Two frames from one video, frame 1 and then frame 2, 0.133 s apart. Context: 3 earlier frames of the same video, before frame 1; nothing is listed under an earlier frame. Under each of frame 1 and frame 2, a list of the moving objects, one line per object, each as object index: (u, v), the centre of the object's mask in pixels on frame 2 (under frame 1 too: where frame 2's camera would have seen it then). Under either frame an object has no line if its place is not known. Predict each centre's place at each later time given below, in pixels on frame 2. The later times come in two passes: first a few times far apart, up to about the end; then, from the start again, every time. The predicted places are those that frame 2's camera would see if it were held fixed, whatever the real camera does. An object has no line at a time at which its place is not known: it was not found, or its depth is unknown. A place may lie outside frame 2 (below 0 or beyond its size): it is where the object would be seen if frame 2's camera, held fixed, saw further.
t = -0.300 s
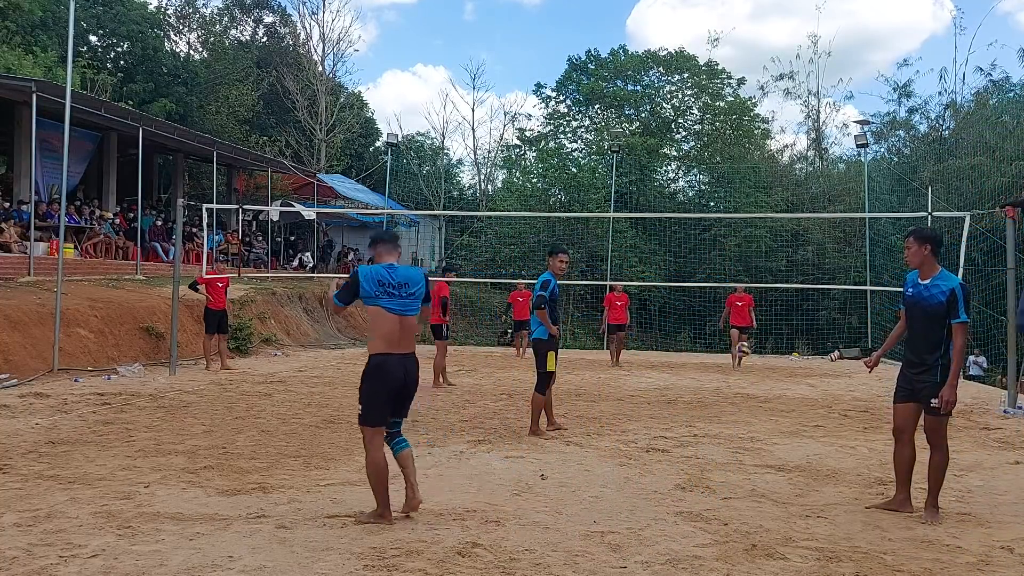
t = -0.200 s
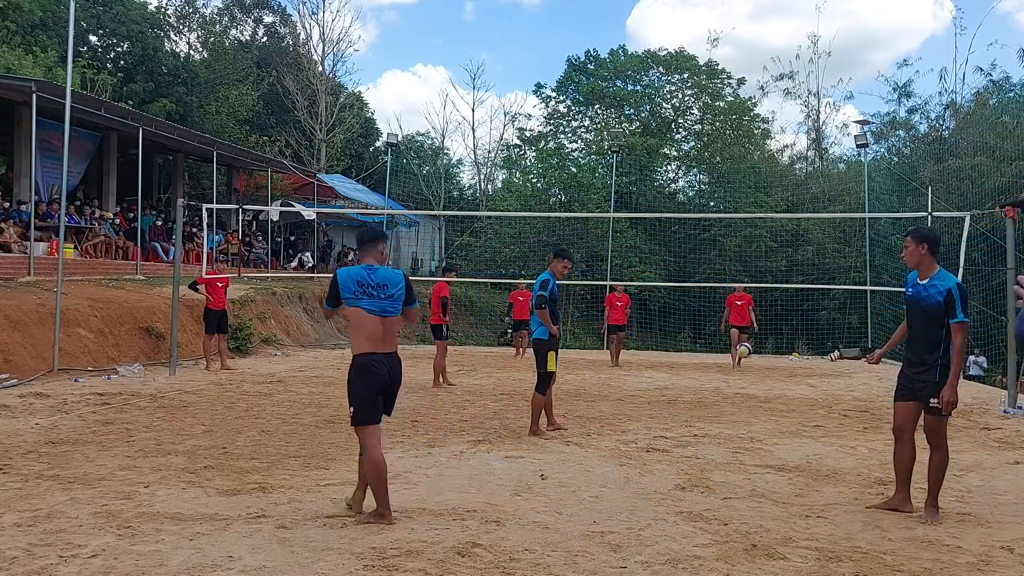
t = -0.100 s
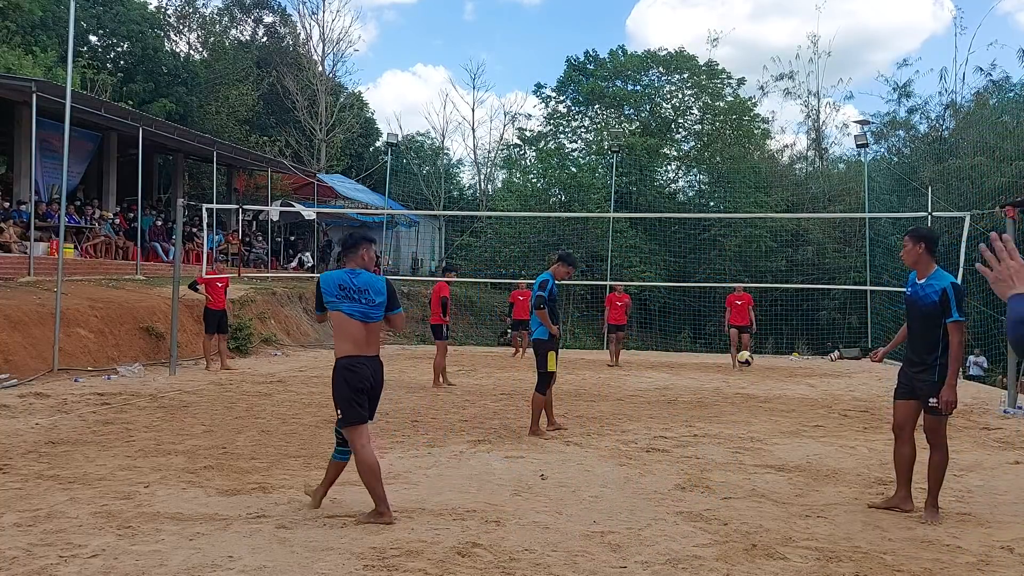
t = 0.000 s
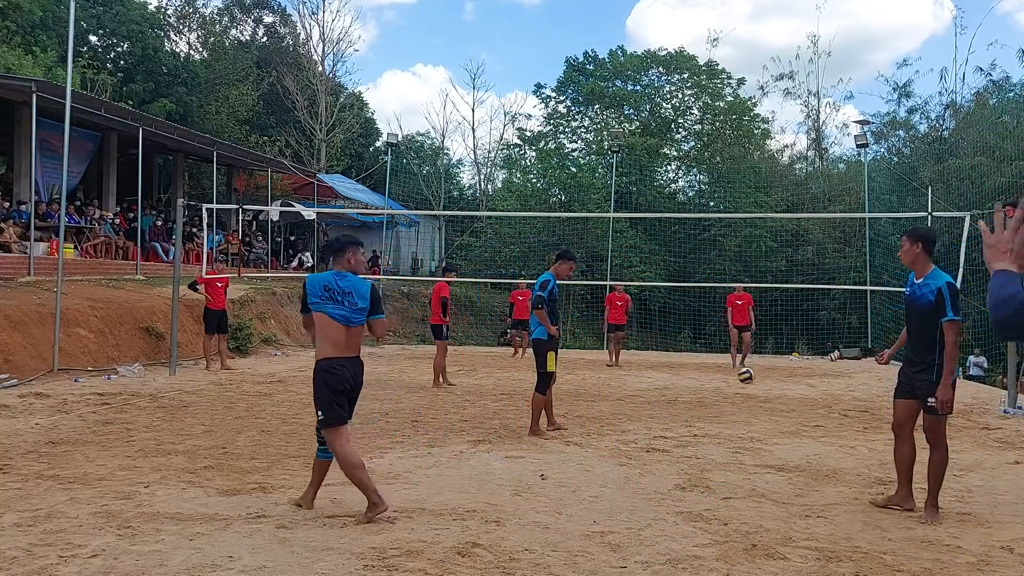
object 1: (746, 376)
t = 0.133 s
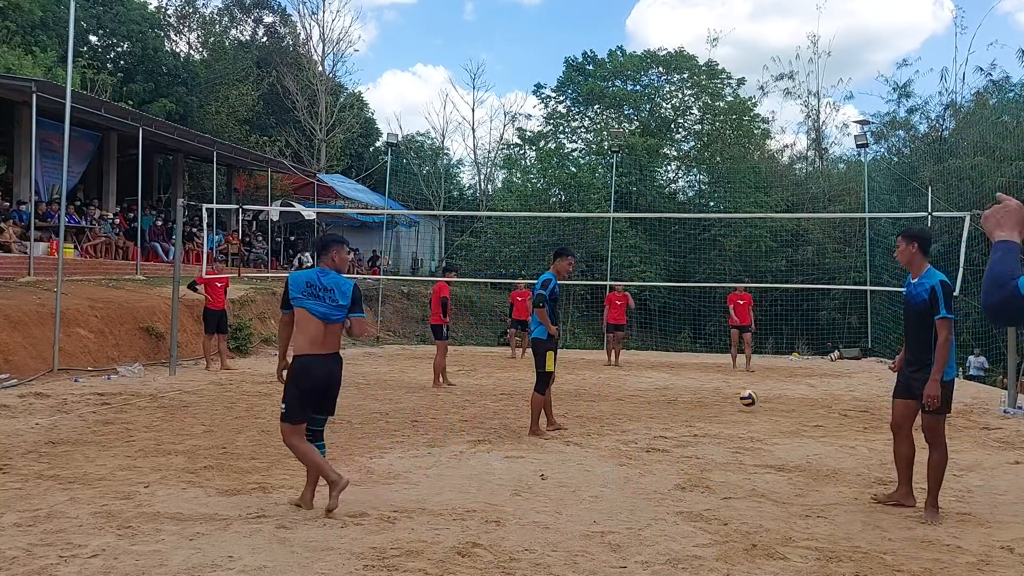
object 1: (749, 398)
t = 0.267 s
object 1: (754, 386)
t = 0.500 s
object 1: (765, 402)
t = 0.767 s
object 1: (775, 412)
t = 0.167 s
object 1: (749, 394)
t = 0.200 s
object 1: (751, 390)
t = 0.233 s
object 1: (752, 387)
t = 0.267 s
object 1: (754, 386)
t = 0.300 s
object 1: (755, 385)
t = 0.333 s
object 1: (757, 385)
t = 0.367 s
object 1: (758, 386)
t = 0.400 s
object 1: (760, 388)
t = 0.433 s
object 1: (762, 391)
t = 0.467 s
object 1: (764, 396)
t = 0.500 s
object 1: (765, 402)
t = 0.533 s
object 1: (767, 408)
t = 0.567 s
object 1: (768, 416)
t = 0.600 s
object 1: (770, 427)
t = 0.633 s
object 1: (772, 425)
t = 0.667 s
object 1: (772, 420)
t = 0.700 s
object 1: (774, 416)
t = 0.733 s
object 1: (775, 414)
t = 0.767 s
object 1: (775, 412)
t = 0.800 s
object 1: (776, 412)
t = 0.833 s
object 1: (777, 413)
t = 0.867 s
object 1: (778, 415)
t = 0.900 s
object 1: (780, 418)
